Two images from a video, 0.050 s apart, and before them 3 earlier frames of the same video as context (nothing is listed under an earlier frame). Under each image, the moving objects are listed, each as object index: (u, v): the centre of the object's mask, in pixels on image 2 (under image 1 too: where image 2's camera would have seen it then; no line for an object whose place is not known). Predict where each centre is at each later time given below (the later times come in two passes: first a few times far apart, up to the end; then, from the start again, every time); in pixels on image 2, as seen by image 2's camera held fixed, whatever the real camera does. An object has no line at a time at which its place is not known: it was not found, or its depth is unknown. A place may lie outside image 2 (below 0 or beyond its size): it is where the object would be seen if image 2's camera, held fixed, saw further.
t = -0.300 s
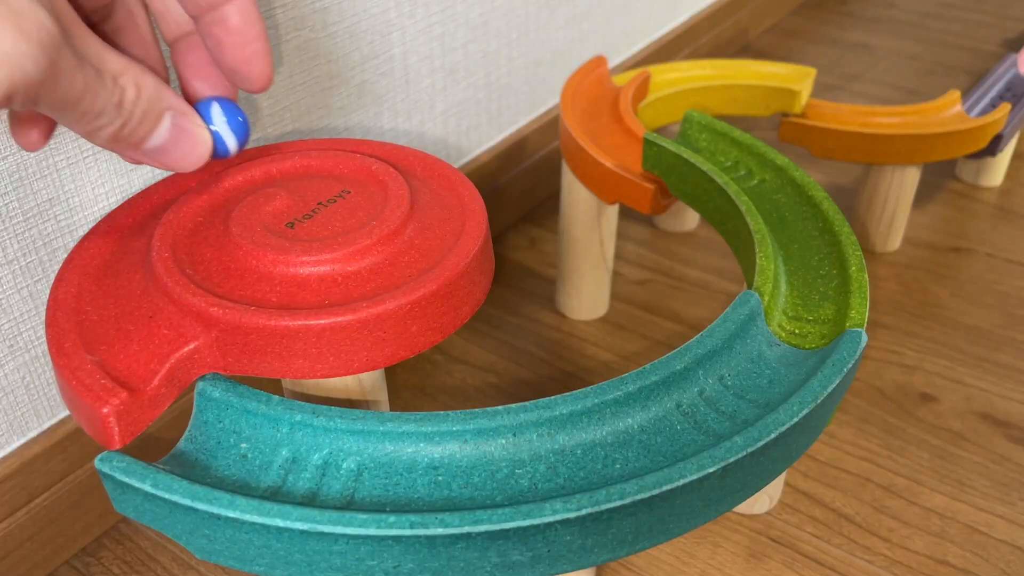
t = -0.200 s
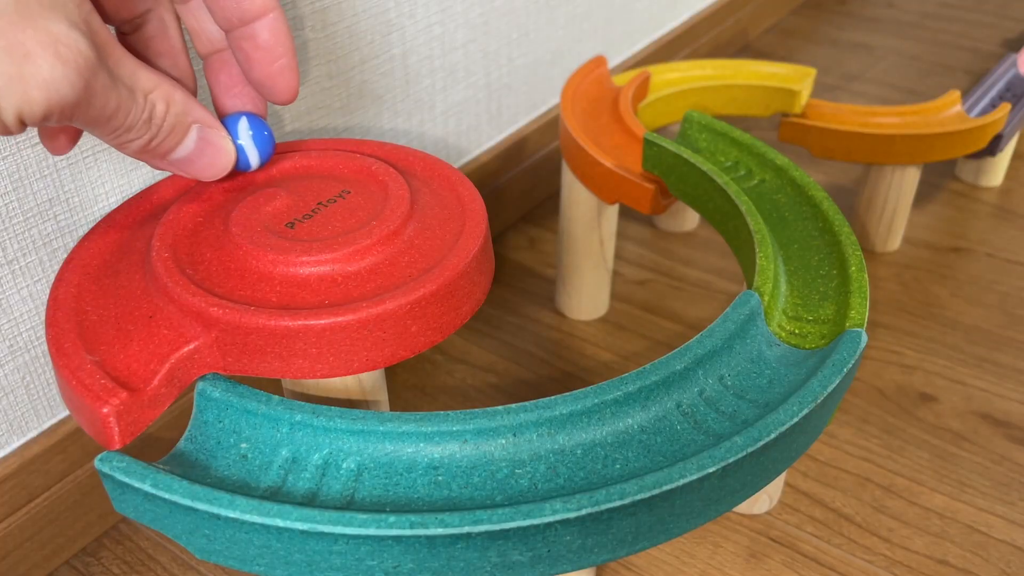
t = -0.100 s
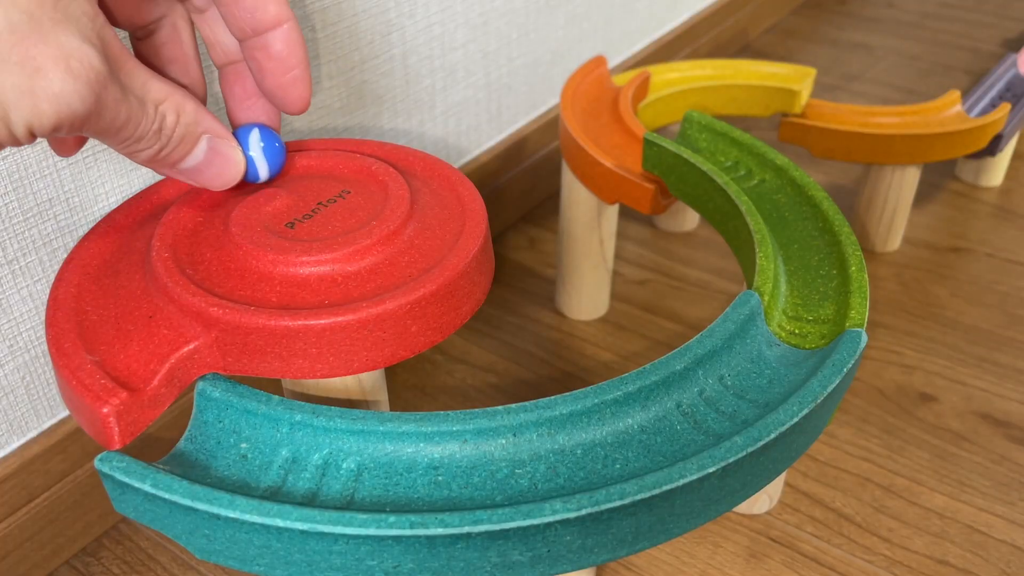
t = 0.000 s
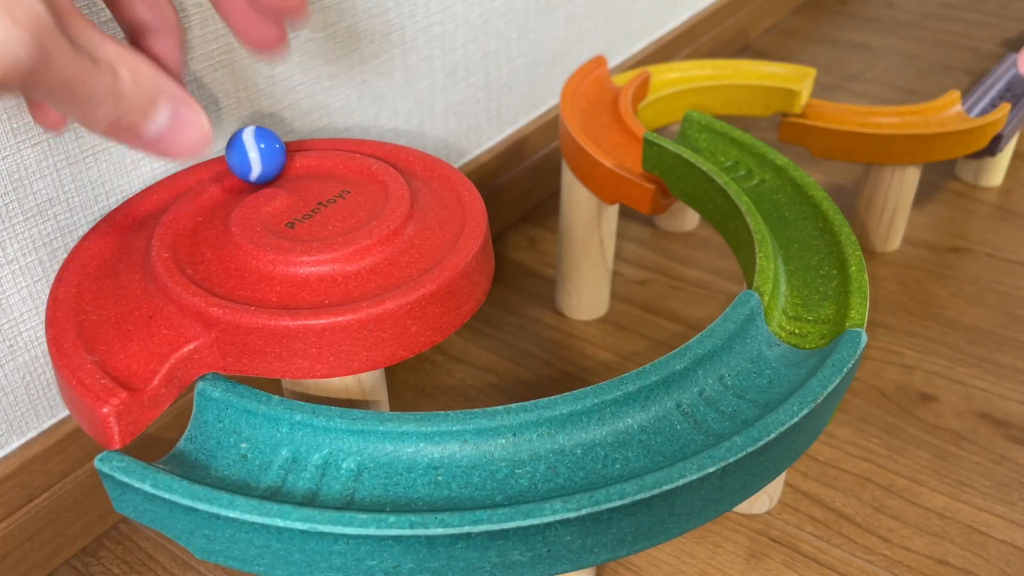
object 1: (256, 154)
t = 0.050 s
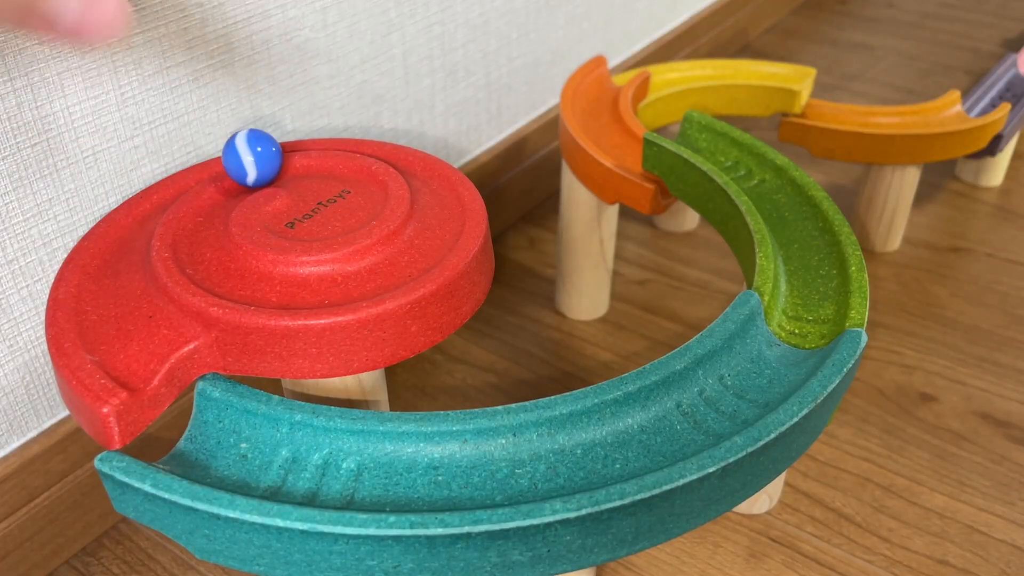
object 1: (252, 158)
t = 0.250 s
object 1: (205, 184)
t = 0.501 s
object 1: (223, 262)
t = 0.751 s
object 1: (401, 249)
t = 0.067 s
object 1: (250, 158)
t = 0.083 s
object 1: (247, 159)
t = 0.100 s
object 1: (244, 161)
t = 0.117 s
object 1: (240, 162)
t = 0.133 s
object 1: (237, 164)
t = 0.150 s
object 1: (233, 166)
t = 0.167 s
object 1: (228, 168)
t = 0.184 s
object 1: (223, 170)
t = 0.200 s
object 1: (218, 173)
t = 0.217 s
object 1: (214, 177)
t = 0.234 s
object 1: (210, 180)
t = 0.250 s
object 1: (205, 184)
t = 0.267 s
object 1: (200, 188)
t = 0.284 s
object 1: (196, 192)
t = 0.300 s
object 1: (193, 197)
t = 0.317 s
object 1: (190, 202)
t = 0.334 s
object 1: (188, 207)
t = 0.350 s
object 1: (187, 213)
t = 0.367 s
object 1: (186, 219)
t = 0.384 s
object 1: (186, 225)
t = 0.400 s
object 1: (188, 231)
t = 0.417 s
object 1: (191, 236)
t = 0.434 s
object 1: (195, 242)
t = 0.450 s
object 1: (200, 248)
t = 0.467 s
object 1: (207, 253)
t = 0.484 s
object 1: (214, 258)
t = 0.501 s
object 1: (223, 262)
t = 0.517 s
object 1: (233, 266)
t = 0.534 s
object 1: (244, 269)
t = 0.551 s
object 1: (256, 271)
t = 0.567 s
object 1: (268, 273)
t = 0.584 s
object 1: (282, 274)
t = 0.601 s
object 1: (295, 274)
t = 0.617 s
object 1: (308, 274)
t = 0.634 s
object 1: (322, 272)
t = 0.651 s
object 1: (335, 270)
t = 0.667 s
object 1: (348, 268)
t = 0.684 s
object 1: (359, 265)
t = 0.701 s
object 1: (371, 262)
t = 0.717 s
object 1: (382, 258)
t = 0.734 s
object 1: (392, 254)
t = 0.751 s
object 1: (401, 249)
